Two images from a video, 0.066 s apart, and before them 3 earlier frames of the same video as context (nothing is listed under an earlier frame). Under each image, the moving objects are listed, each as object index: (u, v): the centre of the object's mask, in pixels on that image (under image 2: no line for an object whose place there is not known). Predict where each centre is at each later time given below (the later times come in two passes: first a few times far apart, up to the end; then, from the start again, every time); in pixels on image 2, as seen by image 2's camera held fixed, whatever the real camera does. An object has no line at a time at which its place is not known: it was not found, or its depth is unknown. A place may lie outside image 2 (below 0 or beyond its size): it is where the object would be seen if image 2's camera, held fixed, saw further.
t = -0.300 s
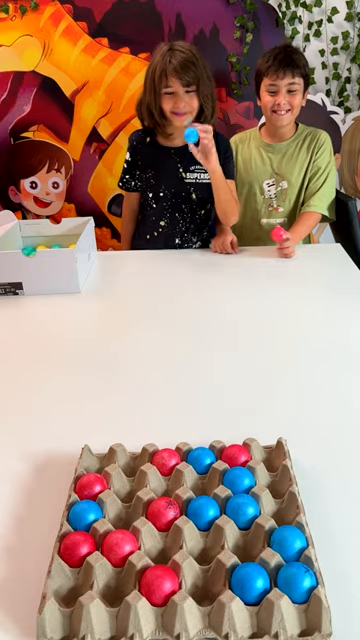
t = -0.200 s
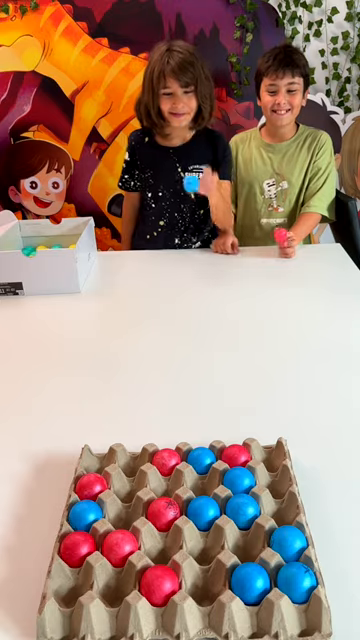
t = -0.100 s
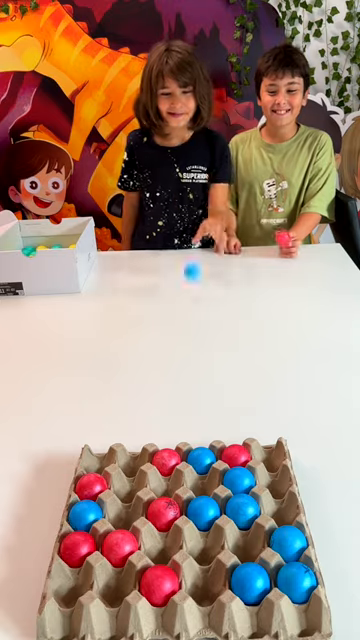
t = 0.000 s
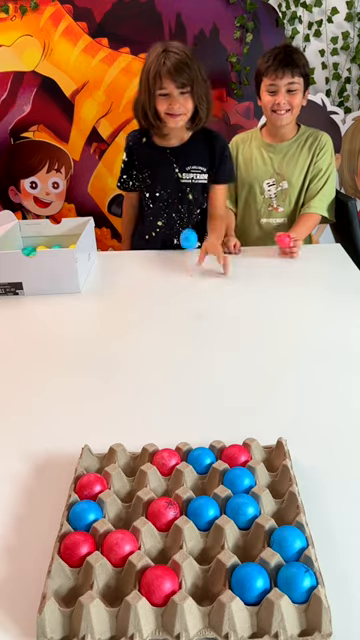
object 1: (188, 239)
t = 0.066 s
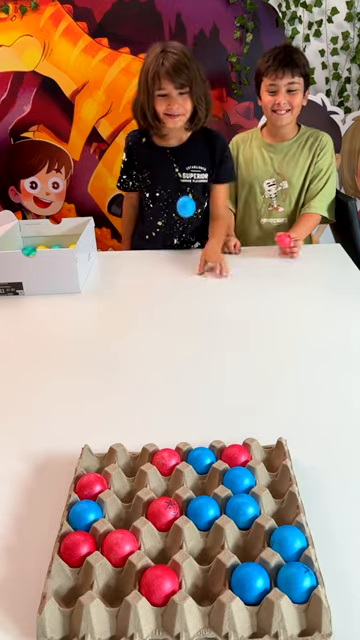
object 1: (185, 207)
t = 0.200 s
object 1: (182, 199)
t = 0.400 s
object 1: (182, 354)
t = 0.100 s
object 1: (184, 197)
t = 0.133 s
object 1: (183, 192)
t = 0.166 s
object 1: (182, 192)
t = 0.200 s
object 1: (182, 199)
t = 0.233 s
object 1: (181, 211)
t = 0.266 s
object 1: (181, 229)
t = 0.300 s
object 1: (181, 251)
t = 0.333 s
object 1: (182, 281)
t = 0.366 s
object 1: (182, 315)
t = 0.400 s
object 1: (182, 354)
